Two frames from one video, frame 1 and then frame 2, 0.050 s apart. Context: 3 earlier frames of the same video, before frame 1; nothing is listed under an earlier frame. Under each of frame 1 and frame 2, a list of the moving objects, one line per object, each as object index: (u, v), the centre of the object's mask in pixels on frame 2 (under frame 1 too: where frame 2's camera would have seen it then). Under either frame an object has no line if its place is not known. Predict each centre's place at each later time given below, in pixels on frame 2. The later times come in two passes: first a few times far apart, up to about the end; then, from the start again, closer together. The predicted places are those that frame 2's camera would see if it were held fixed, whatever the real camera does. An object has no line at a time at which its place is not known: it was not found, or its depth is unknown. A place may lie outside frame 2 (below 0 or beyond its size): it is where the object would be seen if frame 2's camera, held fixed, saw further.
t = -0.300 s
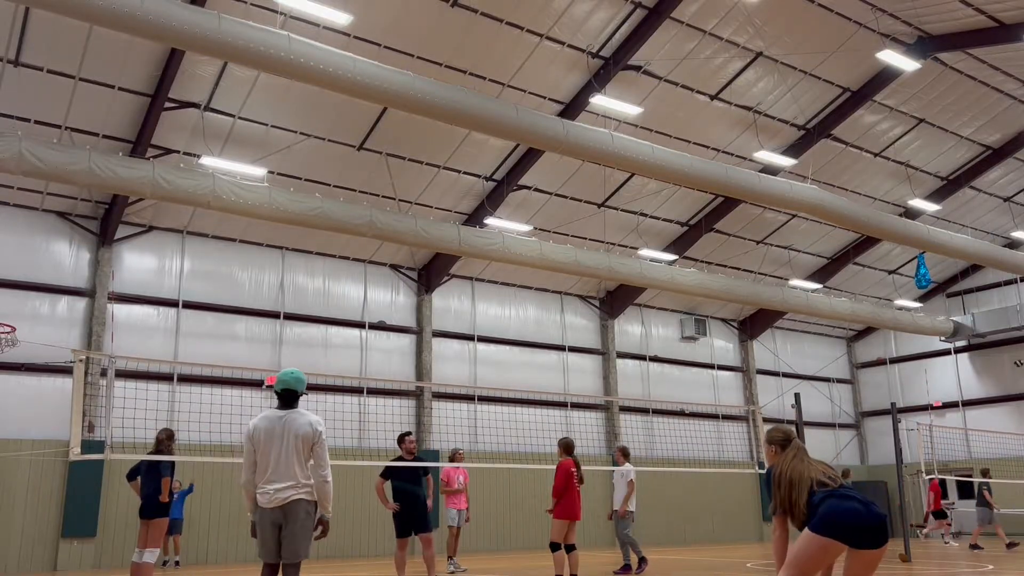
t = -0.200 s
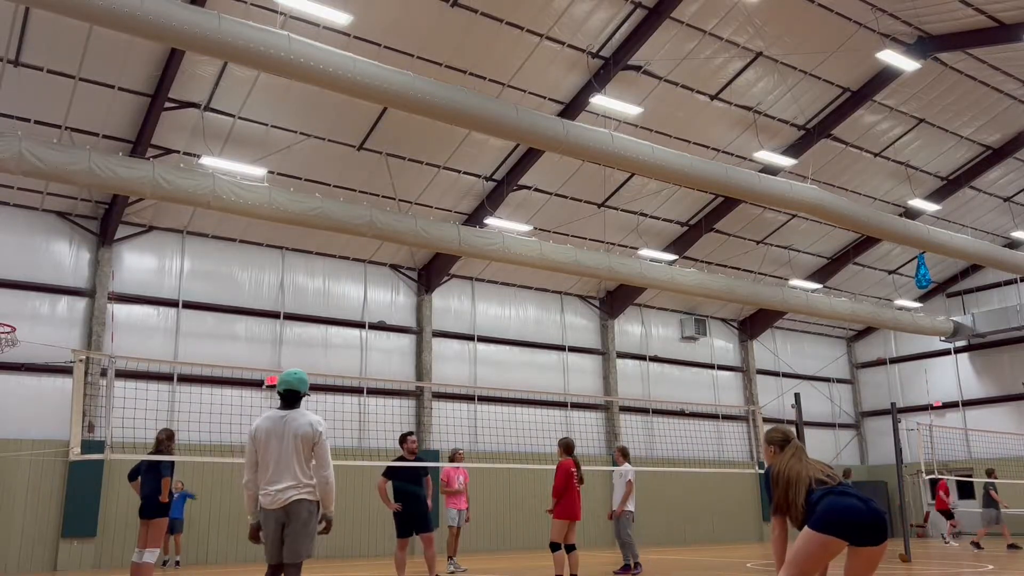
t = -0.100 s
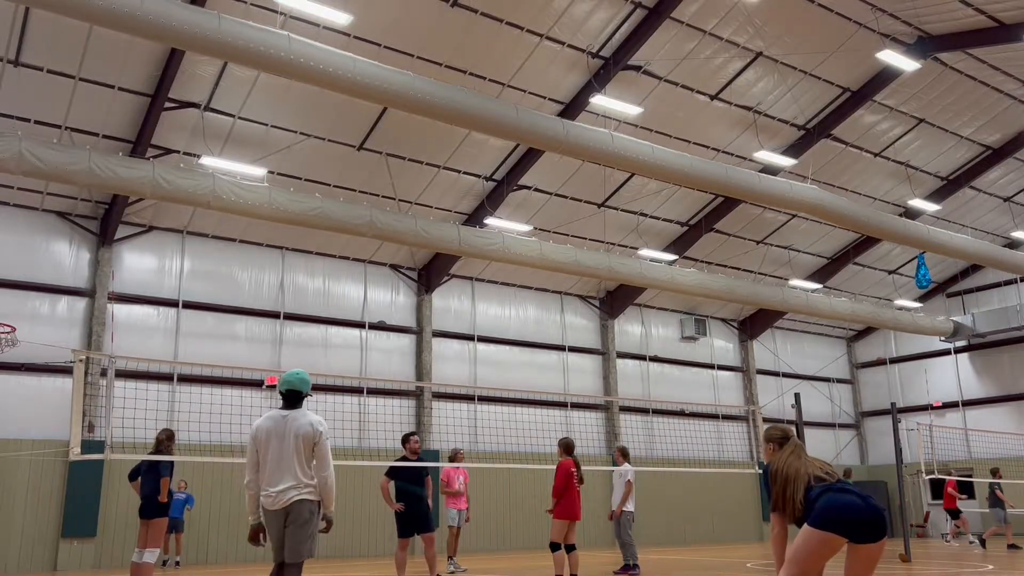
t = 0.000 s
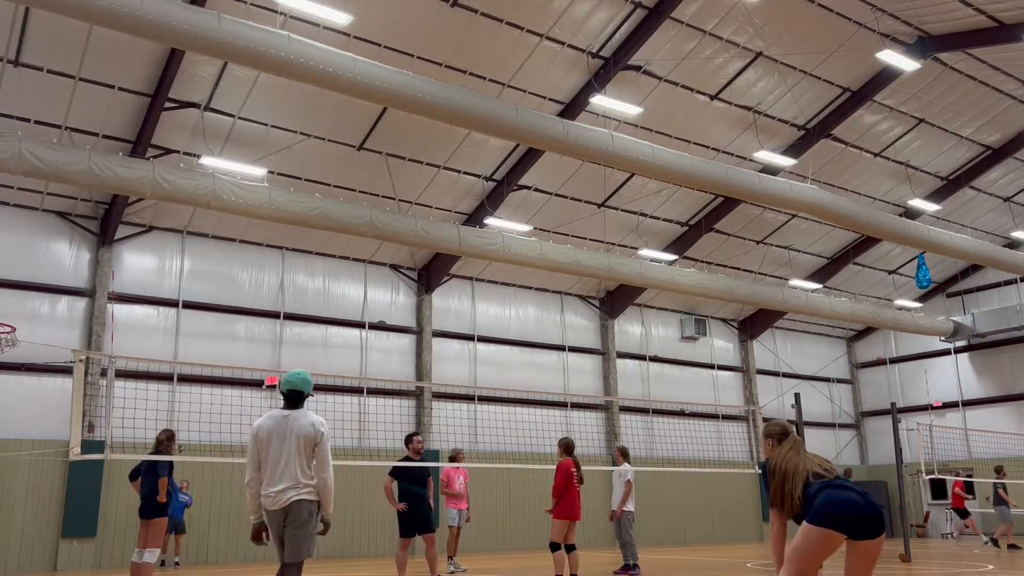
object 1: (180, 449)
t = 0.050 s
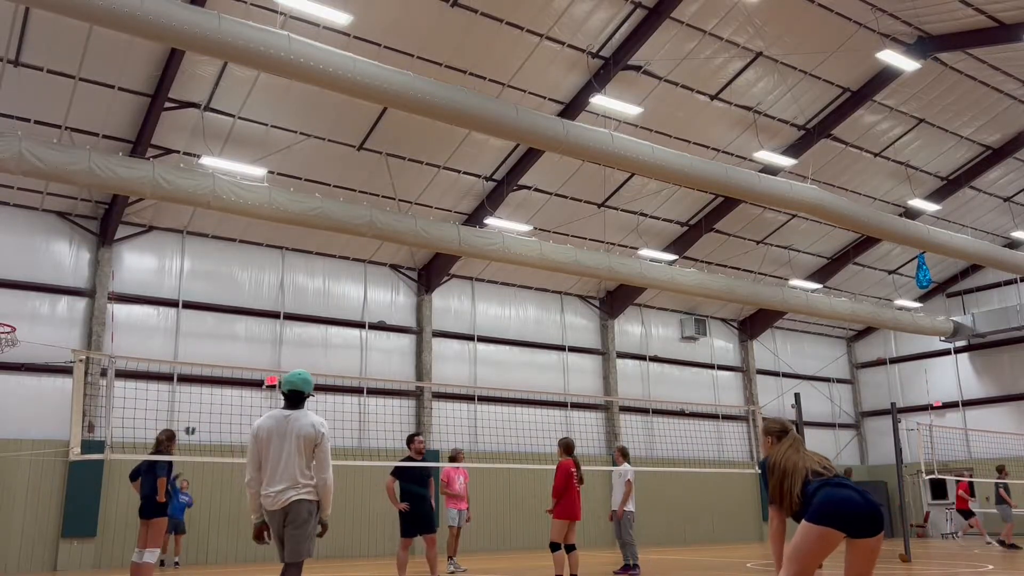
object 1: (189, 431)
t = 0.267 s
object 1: (248, 359)
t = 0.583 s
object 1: (361, 281)
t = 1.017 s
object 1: (603, 263)
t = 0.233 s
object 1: (238, 370)
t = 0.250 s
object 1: (243, 363)
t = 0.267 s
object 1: (248, 359)
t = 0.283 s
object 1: (254, 354)
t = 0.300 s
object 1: (258, 349)
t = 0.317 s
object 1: (263, 344)
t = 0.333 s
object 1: (269, 339)
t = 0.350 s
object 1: (274, 335)
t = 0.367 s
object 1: (280, 330)
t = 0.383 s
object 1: (285, 326)
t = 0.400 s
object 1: (290, 321)
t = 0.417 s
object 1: (296, 317)
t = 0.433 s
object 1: (302, 313)
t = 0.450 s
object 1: (309, 309)
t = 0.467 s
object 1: (315, 306)
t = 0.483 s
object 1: (322, 301)
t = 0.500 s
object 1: (327, 298)
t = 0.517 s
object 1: (333, 294)
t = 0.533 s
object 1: (340, 290)
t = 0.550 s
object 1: (347, 287)
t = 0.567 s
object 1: (354, 284)
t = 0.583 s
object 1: (361, 281)
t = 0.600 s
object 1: (368, 278)
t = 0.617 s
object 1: (375, 275)
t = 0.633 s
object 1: (383, 273)
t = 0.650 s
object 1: (391, 270)
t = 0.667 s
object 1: (397, 268)
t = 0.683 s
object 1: (405, 266)
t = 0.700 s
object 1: (414, 263)
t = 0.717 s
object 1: (422, 262)
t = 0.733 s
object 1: (430, 261)
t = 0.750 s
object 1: (438, 259)
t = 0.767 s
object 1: (445, 257)
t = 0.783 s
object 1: (454, 255)
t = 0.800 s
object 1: (465, 255)
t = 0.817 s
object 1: (474, 254)
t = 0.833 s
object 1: (483, 254)
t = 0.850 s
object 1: (492, 253)
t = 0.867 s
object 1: (502, 254)
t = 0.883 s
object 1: (512, 254)
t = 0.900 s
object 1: (522, 254)
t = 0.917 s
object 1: (533, 255)
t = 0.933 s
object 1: (544, 256)
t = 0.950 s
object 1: (554, 257)
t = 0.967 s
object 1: (566, 258)
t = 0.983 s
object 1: (578, 260)
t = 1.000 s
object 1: (590, 261)
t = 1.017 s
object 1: (603, 263)
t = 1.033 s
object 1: (617, 266)
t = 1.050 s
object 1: (631, 271)
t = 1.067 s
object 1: (645, 274)
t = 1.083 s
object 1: (660, 279)
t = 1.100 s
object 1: (676, 283)
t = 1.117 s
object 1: (692, 289)
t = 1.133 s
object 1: (709, 294)
